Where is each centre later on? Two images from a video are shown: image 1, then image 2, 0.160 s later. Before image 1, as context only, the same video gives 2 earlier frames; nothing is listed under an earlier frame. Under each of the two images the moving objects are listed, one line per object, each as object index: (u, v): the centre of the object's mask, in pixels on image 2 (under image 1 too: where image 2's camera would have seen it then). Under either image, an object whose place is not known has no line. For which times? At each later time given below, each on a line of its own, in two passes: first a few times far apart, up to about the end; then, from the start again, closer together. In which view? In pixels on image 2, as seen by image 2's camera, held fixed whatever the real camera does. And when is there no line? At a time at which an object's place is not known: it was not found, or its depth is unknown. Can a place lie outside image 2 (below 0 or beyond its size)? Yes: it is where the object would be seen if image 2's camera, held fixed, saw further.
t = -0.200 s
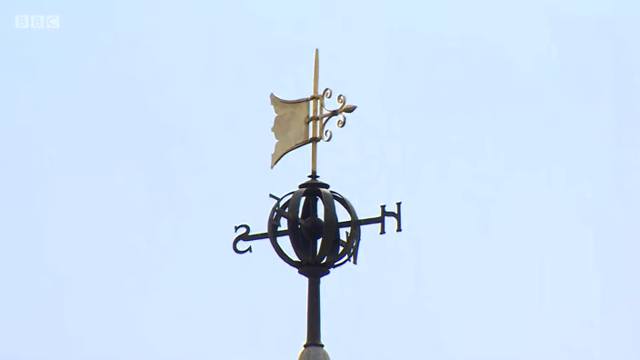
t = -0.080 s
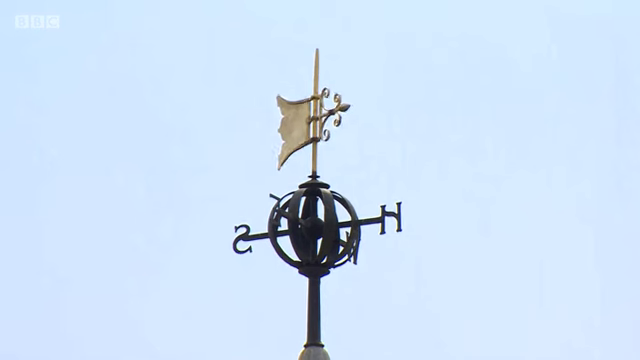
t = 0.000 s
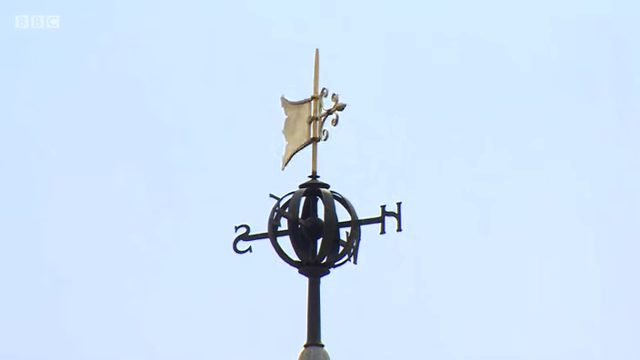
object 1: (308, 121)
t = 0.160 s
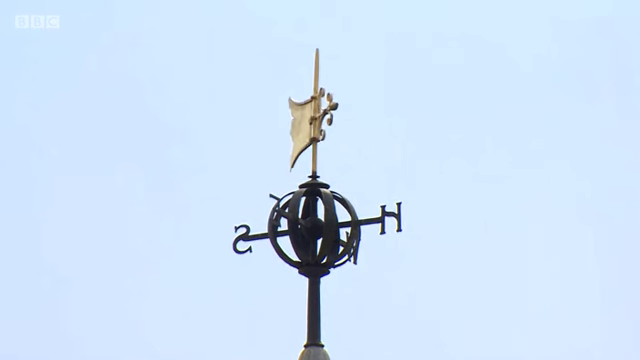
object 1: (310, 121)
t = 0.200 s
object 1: (310, 121)
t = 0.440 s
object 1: (312, 120)
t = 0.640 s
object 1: (314, 119)
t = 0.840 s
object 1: (315, 115)
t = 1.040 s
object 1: (314, 117)
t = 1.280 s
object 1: (317, 120)
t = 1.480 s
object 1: (319, 121)
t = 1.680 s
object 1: (320, 121)
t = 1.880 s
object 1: (321, 121)
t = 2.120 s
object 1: (321, 121)
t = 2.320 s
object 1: (320, 121)
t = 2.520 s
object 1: (319, 121)
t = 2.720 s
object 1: (319, 121)
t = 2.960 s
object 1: (320, 121)
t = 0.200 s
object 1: (310, 121)
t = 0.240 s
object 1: (311, 120)
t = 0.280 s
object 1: (311, 121)
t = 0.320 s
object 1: (311, 120)
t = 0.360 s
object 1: (312, 120)
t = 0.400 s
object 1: (312, 120)
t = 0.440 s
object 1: (312, 120)
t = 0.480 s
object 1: (312, 120)
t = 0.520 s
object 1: (312, 121)
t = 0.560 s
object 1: (313, 120)
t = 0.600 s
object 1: (313, 119)
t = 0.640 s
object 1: (314, 119)
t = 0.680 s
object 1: (314, 120)
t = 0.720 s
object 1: (314, 119)
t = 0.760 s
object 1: (314, 117)
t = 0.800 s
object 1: (315, 115)
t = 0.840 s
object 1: (315, 115)
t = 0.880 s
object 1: (314, 115)
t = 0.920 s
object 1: (314, 116)
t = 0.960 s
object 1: (314, 117)
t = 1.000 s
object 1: (314, 117)
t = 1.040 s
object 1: (314, 117)
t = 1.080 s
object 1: (315, 118)
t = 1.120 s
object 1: (315, 119)
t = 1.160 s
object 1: (315, 119)
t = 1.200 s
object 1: (316, 120)
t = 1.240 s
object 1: (316, 119)
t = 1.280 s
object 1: (317, 120)
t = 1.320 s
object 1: (317, 120)
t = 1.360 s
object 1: (318, 121)
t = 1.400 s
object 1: (318, 121)
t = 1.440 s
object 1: (319, 121)
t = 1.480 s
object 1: (319, 121)
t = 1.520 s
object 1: (319, 121)
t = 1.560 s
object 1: (319, 121)
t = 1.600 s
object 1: (320, 121)
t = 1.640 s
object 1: (320, 121)
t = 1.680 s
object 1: (320, 121)
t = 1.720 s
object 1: (320, 121)
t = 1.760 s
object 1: (321, 121)
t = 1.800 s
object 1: (321, 121)
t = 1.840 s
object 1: (321, 121)
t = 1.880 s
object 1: (321, 121)
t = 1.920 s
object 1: (321, 121)
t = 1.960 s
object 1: (321, 121)
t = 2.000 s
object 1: (321, 121)
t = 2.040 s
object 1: (321, 121)
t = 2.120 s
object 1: (321, 121)
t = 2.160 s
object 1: (320, 121)
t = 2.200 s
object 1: (320, 121)
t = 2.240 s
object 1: (320, 121)
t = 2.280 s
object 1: (320, 121)
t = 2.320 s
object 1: (320, 121)
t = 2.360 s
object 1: (320, 121)
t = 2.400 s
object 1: (320, 121)
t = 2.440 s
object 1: (319, 121)
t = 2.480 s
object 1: (319, 121)
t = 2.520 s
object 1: (319, 121)
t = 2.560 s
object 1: (319, 121)
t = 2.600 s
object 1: (319, 121)
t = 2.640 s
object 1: (319, 121)
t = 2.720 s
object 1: (319, 121)
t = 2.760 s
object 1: (319, 121)
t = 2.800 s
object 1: (319, 121)
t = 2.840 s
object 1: (319, 121)
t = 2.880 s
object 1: (319, 120)
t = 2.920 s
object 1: (319, 121)
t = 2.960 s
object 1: (320, 121)
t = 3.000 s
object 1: (320, 120)
